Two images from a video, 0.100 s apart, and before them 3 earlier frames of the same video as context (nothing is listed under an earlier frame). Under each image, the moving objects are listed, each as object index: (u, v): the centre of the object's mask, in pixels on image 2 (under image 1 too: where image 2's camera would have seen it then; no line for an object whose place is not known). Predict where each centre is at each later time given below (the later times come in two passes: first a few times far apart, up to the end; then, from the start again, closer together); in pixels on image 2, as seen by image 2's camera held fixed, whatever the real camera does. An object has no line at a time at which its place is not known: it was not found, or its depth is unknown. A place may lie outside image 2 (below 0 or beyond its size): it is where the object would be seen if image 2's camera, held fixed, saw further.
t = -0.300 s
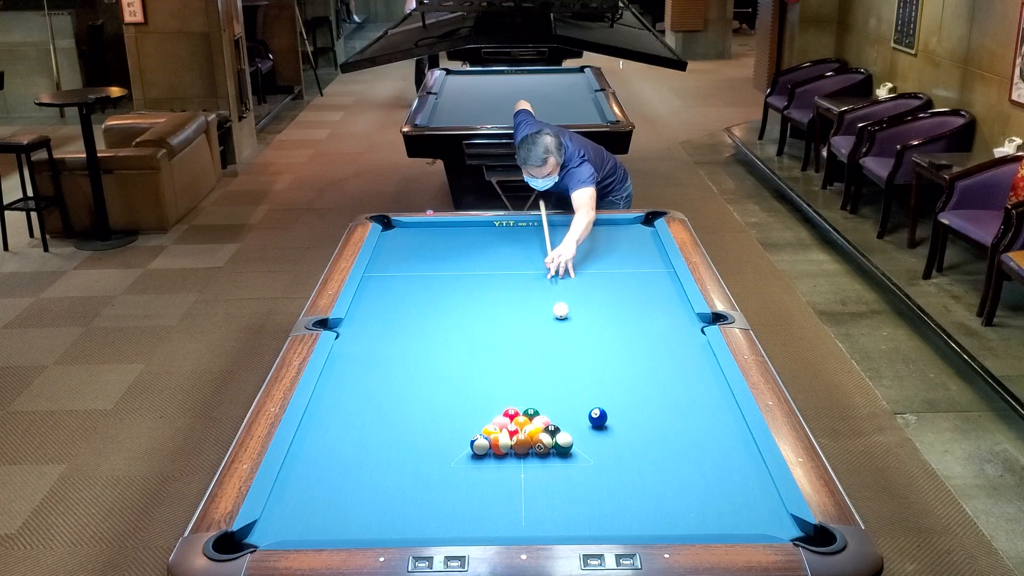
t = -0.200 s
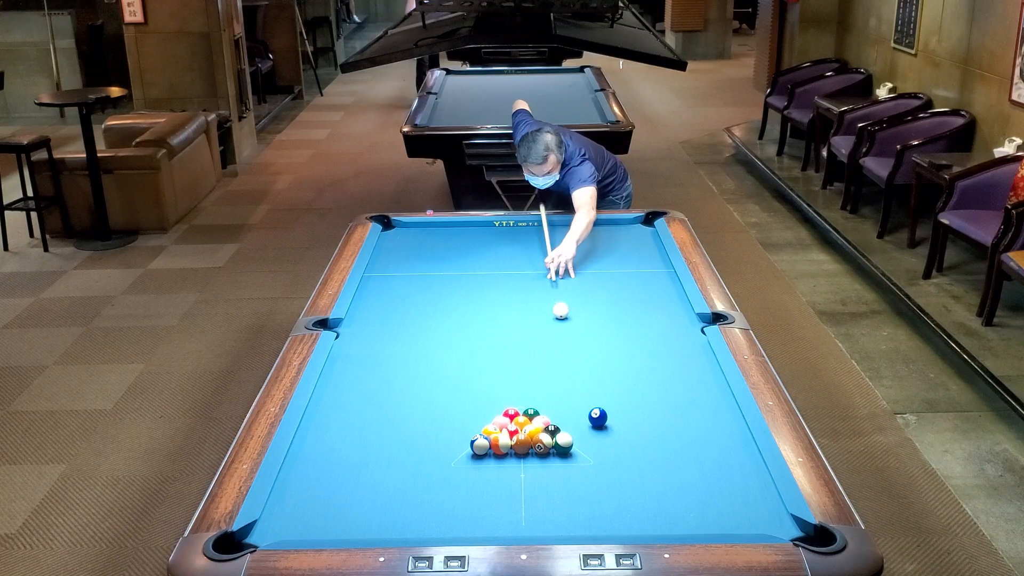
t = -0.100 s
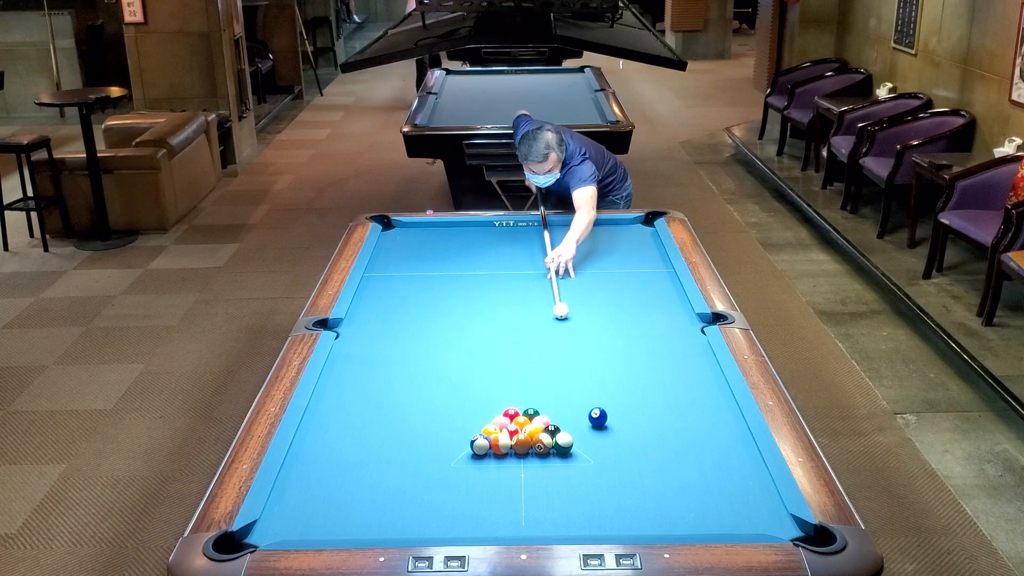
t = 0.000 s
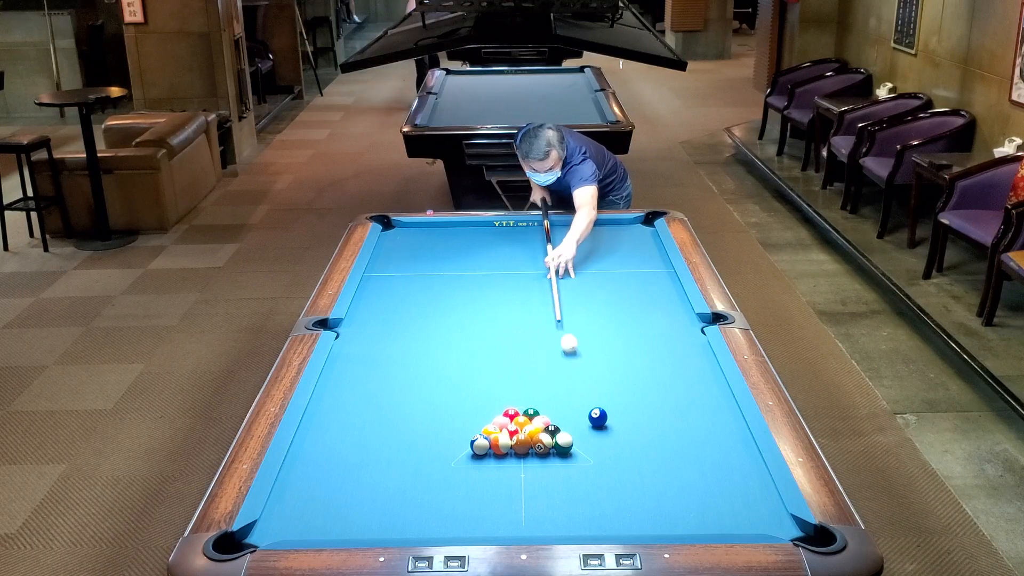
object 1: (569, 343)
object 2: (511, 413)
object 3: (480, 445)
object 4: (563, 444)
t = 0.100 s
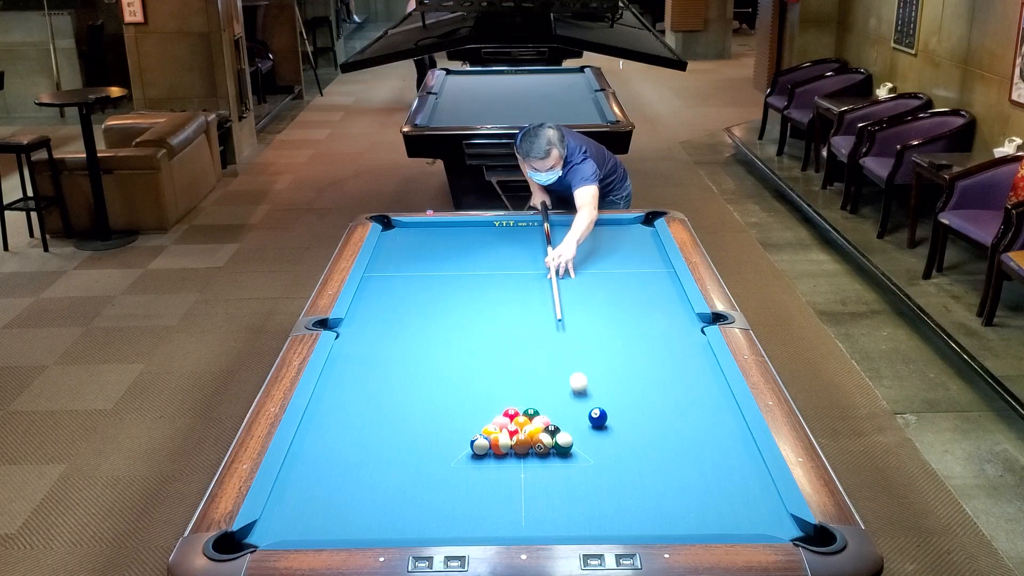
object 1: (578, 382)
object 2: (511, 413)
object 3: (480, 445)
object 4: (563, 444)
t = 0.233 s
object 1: (560, 418)
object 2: (511, 413)
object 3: (480, 445)
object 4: (563, 445)
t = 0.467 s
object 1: (562, 415)
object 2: (500, 410)
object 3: (452, 450)
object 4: (568, 448)
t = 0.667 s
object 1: (566, 412)
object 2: (491, 405)
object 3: (429, 455)
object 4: (572, 451)
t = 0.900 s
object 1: (569, 408)
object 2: (482, 399)
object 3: (403, 460)
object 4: (575, 453)
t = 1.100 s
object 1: (572, 406)
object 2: (474, 395)
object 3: (382, 464)
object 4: (577, 454)
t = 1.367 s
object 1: (575, 404)
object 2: (466, 390)
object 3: (355, 469)
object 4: (579, 454)
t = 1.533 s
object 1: (576, 402)
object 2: (461, 387)
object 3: (339, 473)
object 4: (580, 455)
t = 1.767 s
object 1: (578, 401)
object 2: (455, 383)
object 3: (317, 477)
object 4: (580, 455)
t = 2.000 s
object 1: (579, 400)
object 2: (450, 380)
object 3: (296, 481)
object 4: (580, 455)
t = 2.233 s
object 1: (580, 400)
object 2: (446, 378)
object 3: (288, 485)
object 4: (580, 456)
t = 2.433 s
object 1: (579, 400)
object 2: (443, 376)
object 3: (294, 486)
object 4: (580, 455)
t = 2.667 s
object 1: (579, 400)
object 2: (440, 374)
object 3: (300, 487)
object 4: (580, 455)
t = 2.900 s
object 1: (579, 400)
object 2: (438, 372)
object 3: (305, 488)
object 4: (580, 455)
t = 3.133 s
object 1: (579, 400)
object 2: (436, 372)
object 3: (308, 489)
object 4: (580, 456)
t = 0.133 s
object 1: (582, 396)
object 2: (511, 413)
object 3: (480, 445)
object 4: (563, 444)
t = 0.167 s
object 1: (582, 410)
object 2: (511, 413)
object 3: (480, 445)
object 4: (563, 444)
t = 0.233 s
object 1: (560, 418)
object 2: (511, 413)
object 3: (480, 445)
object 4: (563, 445)
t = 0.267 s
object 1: (559, 418)
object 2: (510, 413)
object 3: (476, 446)
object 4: (564, 445)
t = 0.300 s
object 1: (560, 418)
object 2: (508, 413)
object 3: (471, 446)
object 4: (565, 445)
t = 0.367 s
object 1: (561, 417)
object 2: (505, 413)
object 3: (463, 448)
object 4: (566, 446)
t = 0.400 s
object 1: (561, 416)
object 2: (503, 412)
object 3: (460, 449)
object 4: (567, 447)
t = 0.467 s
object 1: (562, 415)
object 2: (500, 410)
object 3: (452, 450)
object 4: (568, 448)
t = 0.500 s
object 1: (563, 415)
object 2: (498, 410)
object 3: (448, 451)
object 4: (569, 448)
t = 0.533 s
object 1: (563, 414)
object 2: (497, 408)
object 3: (444, 452)
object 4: (570, 449)
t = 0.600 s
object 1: (565, 413)
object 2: (494, 407)
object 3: (436, 453)
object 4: (571, 450)
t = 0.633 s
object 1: (565, 412)
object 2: (492, 406)
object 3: (433, 454)
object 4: (572, 450)
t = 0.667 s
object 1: (566, 412)
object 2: (491, 405)
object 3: (429, 455)
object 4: (572, 451)
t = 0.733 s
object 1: (567, 411)
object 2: (488, 403)
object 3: (421, 456)
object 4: (573, 451)
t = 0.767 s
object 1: (567, 410)
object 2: (487, 402)
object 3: (418, 457)
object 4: (574, 452)
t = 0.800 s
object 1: (568, 410)
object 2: (485, 402)
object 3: (414, 457)
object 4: (574, 452)
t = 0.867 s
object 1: (569, 409)
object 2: (483, 400)
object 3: (407, 459)
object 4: (575, 453)
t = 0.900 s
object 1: (569, 408)
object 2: (482, 399)
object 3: (403, 460)
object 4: (575, 453)
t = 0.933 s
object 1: (570, 408)
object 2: (480, 399)
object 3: (399, 460)
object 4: (576, 453)
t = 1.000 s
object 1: (571, 407)
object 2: (478, 397)
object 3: (392, 462)
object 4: (576, 454)
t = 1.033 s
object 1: (571, 407)
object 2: (477, 396)
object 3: (389, 462)
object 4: (577, 454)
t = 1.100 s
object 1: (572, 406)
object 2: (474, 395)
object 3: (382, 464)
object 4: (577, 454)
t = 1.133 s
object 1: (573, 406)
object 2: (473, 394)
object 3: (378, 464)
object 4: (578, 453)
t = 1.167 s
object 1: (573, 405)
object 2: (472, 394)
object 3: (375, 465)
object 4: (578, 455)
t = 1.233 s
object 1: (574, 405)
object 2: (470, 392)
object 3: (368, 466)
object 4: (579, 455)
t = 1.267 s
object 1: (574, 404)
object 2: (469, 392)
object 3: (365, 467)
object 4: (579, 454)
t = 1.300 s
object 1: (574, 404)
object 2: (468, 391)
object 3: (361, 468)
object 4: (579, 454)
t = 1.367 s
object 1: (575, 404)
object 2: (466, 390)
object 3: (355, 469)
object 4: (579, 454)
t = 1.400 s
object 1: (575, 403)
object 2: (465, 389)
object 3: (352, 470)
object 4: (580, 455)
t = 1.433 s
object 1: (575, 403)
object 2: (464, 389)
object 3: (348, 471)
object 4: (580, 455)
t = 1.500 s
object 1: (576, 403)
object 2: (462, 387)
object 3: (342, 472)
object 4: (580, 455)
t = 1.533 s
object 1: (576, 402)
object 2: (461, 387)
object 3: (339, 473)
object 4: (580, 455)
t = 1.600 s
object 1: (576, 402)
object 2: (459, 386)
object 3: (332, 474)
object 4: (580, 455)
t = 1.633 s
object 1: (577, 402)
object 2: (458, 385)
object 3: (329, 475)
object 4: (580, 455)
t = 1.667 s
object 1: (577, 402)
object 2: (457, 385)
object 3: (326, 475)
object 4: (580, 455)
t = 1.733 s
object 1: (577, 401)
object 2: (456, 384)
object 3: (320, 476)
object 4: (580, 455)
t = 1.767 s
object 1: (578, 401)
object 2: (455, 383)
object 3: (317, 477)
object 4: (580, 455)
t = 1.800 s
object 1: (578, 401)
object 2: (454, 383)
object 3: (314, 478)
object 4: (580, 455)
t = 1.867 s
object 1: (578, 401)
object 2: (453, 382)
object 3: (308, 479)
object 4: (580, 455)
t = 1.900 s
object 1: (578, 401)
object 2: (452, 382)
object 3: (305, 480)
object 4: (580, 455)
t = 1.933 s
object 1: (578, 400)
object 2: (452, 381)
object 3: (302, 480)
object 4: (580, 455)
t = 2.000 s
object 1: (579, 400)
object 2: (450, 380)
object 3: (296, 481)
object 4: (580, 455)
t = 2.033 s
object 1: (579, 400)
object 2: (450, 380)
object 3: (293, 482)
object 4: (580, 455)
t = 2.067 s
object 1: (579, 400)
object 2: (449, 380)
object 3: (291, 483)
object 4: (580, 455)
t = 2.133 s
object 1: (579, 400)
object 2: (448, 378)
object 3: (285, 484)
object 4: (580, 456)
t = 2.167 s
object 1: (579, 400)
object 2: (447, 378)
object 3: (285, 484)
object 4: (580, 455)
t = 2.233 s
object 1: (580, 400)
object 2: (446, 378)
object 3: (288, 485)
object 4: (580, 456)
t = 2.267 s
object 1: (580, 400)
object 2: (445, 377)
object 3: (289, 485)
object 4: (580, 455)
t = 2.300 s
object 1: (580, 400)
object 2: (445, 377)
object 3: (290, 485)
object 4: (580, 455)
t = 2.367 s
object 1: (579, 400)
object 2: (444, 376)
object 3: (292, 486)
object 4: (580, 455)
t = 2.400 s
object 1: (579, 400)
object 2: (443, 376)
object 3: (293, 486)
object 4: (580, 455)
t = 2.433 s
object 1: (579, 400)
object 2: (443, 376)
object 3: (294, 486)
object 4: (580, 455)
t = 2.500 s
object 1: (579, 400)
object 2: (442, 375)
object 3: (296, 486)
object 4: (580, 455)
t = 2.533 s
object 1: (579, 400)
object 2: (441, 375)
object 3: (297, 487)
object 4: (580, 455)
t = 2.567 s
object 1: (579, 400)
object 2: (441, 374)
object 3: (297, 487)
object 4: (580, 455)
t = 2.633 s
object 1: (579, 400)
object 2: (440, 374)
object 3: (299, 487)
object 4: (580, 455)
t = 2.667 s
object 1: (579, 400)
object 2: (440, 374)
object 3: (300, 487)
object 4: (580, 455)
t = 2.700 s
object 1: (579, 400)
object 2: (439, 373)
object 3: (301, 488)
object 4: (580, 455)
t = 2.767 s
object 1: (579, 400)
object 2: (439, 373)
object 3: (302, 488)
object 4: (580, 455)
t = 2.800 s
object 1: (579, 400)
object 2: (438, 373)
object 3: (303, 488)
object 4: (580, 455)
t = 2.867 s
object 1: (579, 400)
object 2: (438, 373)
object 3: (304, 488)
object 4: (580, 455)
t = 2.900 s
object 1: (579, 400)
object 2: (438, 372)
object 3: (305, 488)
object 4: (580, 455)
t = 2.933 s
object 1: (579, 400)
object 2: (437, 372)
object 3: (305, 489)
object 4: (580, 455)
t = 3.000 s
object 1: (579, 400)
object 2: (437, 372)
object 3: (306, 489)
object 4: (580, 455)
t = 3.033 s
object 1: (579, 400)
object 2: (437, 372)
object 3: (307, 489)
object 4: (580, 455)
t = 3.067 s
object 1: (579, 400)
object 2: (437, 371)
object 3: (307, 489)
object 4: (580, 455)
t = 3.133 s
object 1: (579, 400)
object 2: (436, 372)
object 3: (308, 489)
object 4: (580, 456)
